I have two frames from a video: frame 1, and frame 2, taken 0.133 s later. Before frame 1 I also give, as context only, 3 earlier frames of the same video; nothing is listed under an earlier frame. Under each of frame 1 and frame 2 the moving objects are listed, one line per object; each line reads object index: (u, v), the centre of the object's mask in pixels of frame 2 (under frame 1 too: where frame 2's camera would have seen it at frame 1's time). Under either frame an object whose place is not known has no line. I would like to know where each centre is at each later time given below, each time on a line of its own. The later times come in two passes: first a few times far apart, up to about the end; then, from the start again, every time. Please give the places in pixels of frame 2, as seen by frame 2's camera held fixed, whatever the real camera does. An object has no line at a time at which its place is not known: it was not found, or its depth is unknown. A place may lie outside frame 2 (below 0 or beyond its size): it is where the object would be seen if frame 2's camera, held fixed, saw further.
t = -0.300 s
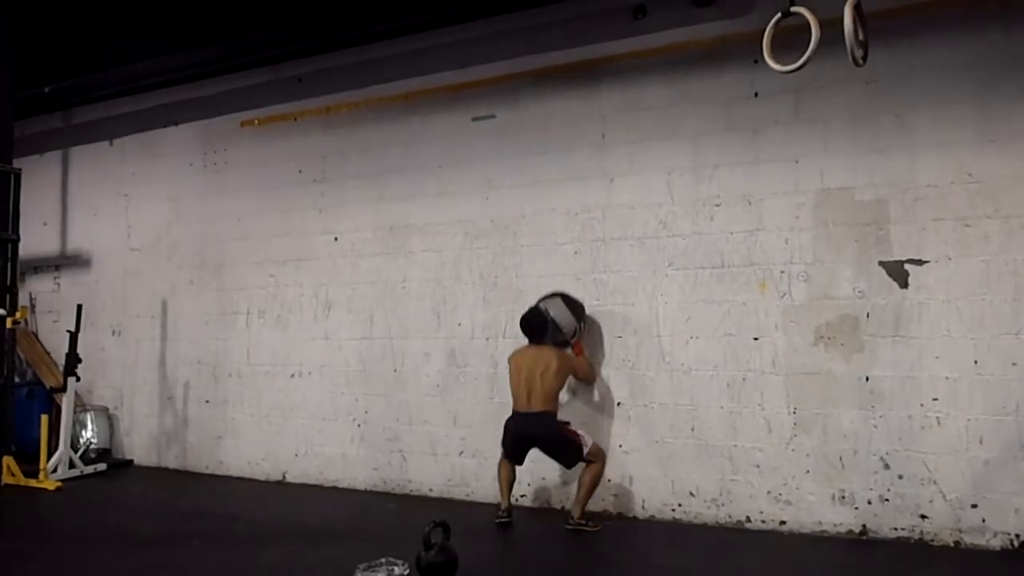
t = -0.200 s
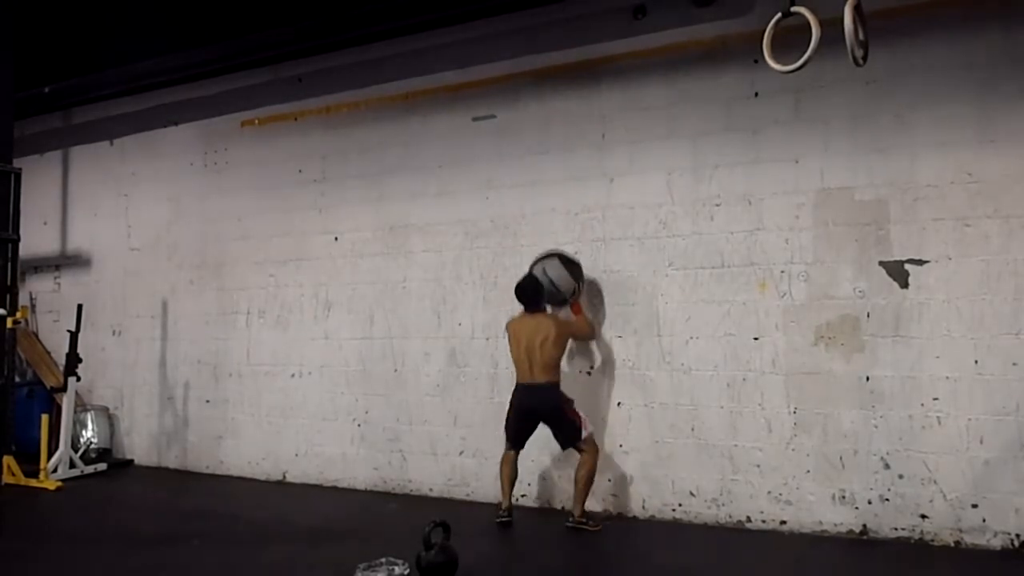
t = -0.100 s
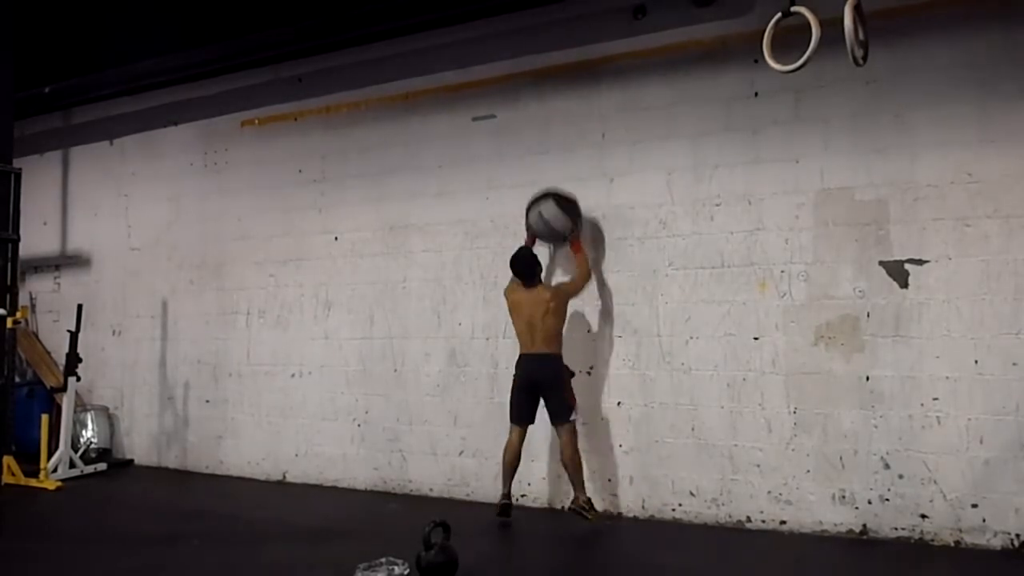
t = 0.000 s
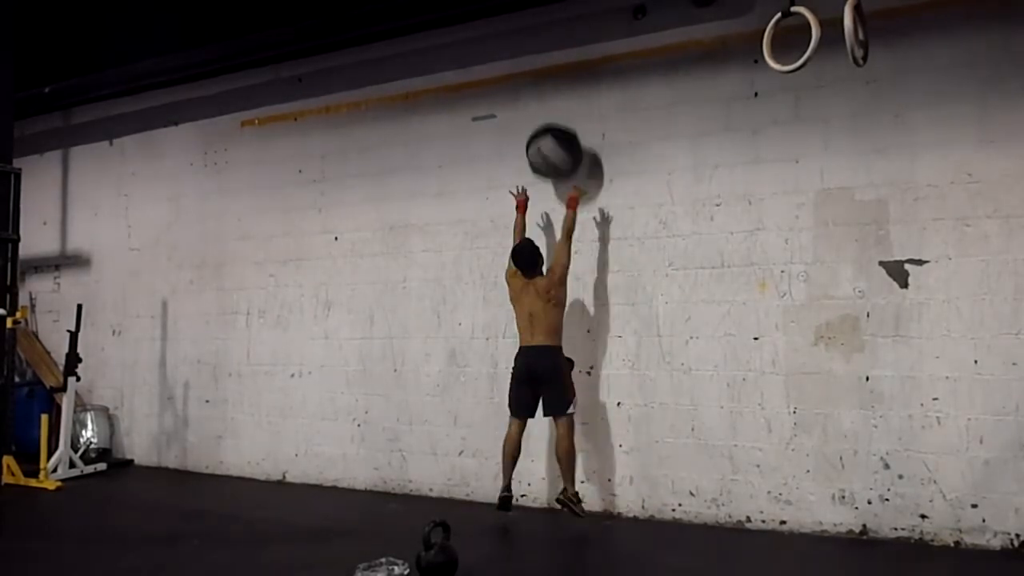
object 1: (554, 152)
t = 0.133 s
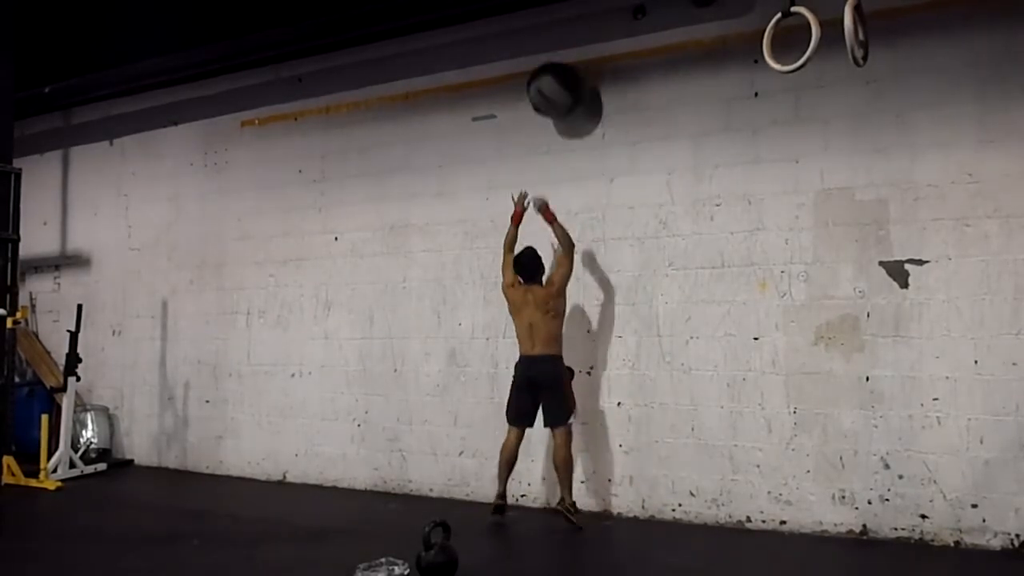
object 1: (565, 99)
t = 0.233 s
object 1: (564, 69)
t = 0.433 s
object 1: (565, 51)
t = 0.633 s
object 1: (567, 94)
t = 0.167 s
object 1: (564, 87)
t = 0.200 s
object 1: (564, 77)
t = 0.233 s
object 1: (564, 69)
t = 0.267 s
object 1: (565, 62)
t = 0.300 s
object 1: (565, 56)
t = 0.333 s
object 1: (564, 52)
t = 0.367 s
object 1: (564, 50)
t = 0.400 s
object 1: (565, 50)
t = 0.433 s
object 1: (565, 51)
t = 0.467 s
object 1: (565, 54)
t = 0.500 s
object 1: (566, 59)
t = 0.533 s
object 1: (566, 66)
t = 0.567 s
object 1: (567, 74)
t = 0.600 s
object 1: (567, 83)
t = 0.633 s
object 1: (567, 94)
